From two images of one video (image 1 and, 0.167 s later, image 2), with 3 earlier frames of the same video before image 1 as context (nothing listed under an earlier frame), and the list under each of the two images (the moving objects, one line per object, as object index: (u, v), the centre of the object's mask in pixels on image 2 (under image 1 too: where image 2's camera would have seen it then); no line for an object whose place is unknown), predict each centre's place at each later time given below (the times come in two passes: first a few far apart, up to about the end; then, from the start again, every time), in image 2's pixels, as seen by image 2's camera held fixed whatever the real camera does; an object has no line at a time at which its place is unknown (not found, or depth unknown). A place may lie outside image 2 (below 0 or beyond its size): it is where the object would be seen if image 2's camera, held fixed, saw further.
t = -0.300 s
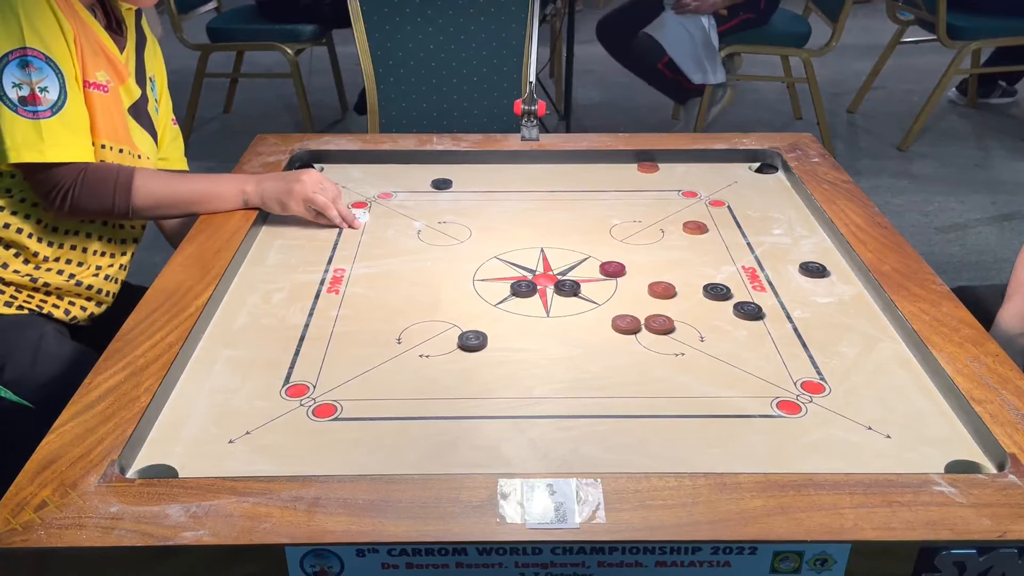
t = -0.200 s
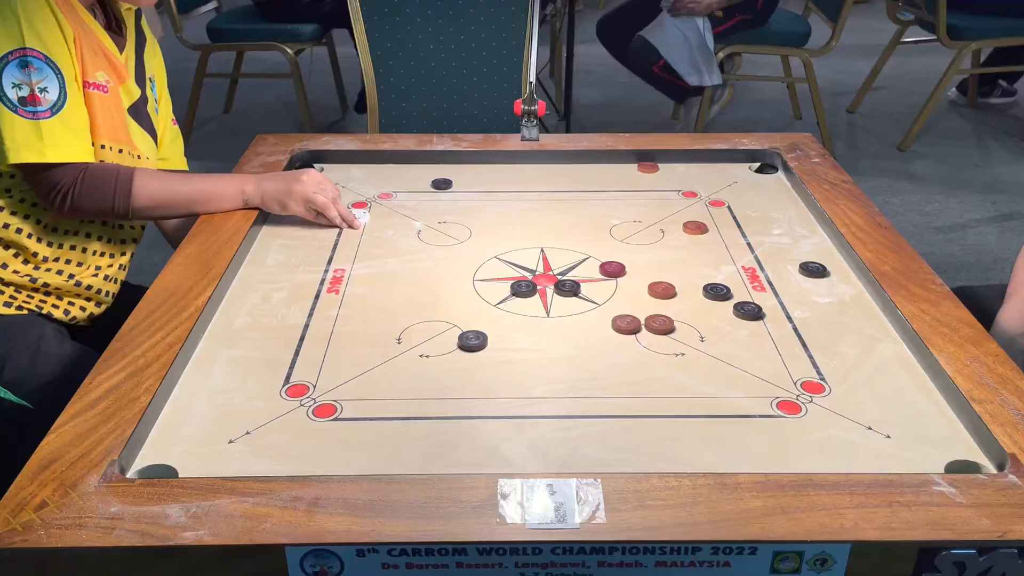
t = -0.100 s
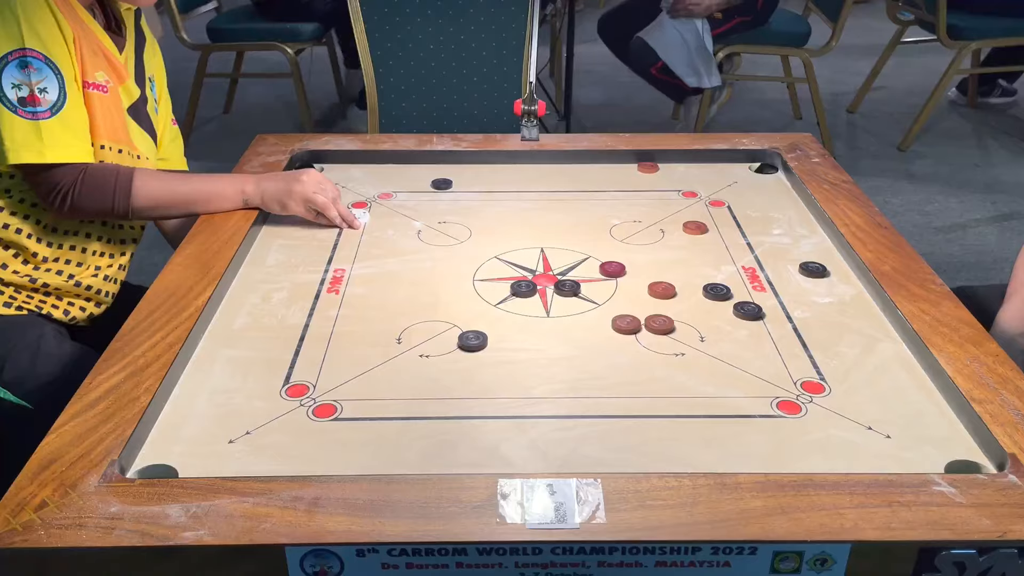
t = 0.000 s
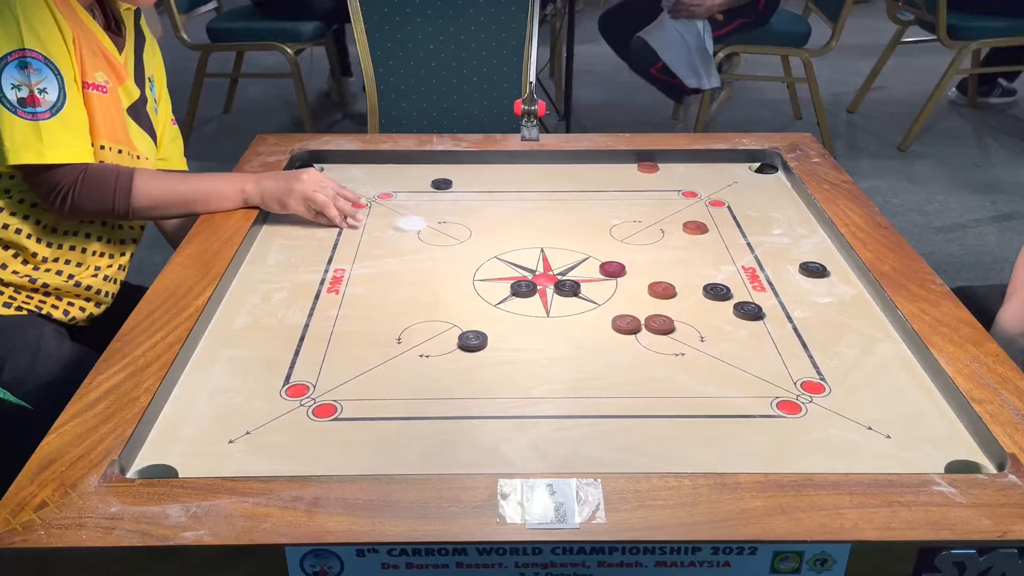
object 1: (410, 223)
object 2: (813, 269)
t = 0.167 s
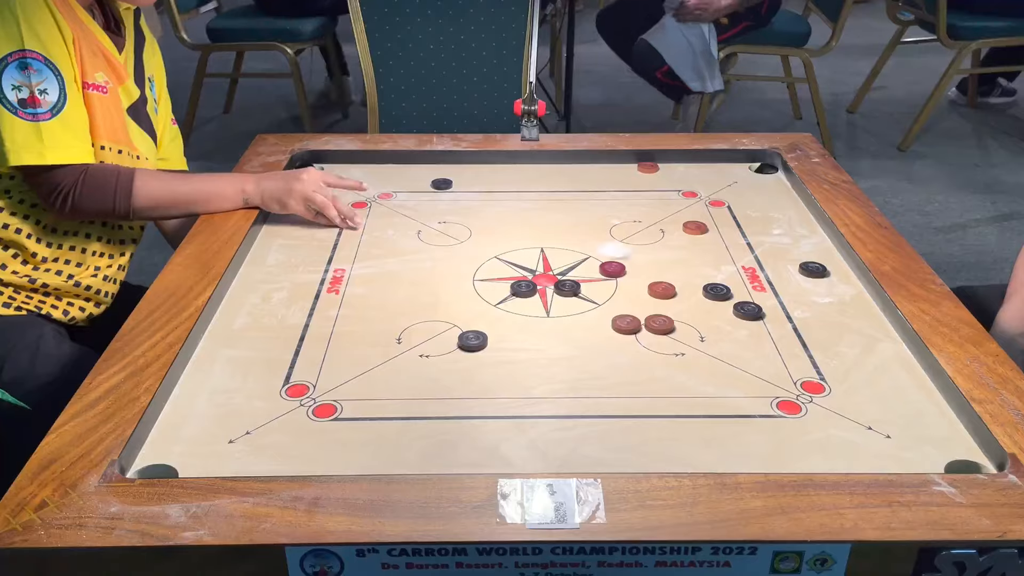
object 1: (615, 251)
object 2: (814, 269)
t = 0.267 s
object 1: (740, 267)
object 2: (814, 269)
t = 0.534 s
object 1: (868, 342)
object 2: (754, 218)
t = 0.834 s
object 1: (869, 421)
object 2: (696, 176)
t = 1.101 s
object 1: (867, 462)
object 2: (683, 165)
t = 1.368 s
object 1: (865, 465)
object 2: (683, 165)
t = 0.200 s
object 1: (657, 256)
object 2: (814, 269)
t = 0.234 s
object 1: (699, 261)
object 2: (814, 269)
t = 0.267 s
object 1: (740, 267)
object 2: (814, 269)
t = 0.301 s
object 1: (786, 272)
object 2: (815, 269)
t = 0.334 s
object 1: (810, 280)
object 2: (825, 267)
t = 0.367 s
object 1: (828, 289)
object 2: (811, 258)
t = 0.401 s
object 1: (845, 301)
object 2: (797, 249)
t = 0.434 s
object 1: (862, 312)
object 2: (785, 240)
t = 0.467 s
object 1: (867, 322)
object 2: (774, 232)
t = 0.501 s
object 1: (868, 332)
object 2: (764, 225)
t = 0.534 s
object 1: (868, 342)
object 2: (754, 218)
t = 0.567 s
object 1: (868, 351)
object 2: (745, 212)
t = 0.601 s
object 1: (868, 361)
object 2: (737, 206)
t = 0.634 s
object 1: (868, 370)
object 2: (730, 200)
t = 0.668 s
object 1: (868, 379)
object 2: (723, 196)
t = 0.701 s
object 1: (868, 388)
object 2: (716, 191)
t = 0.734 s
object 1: (868, 397)
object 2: (711, 187)
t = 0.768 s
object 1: (868, 406)
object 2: (705, 182)
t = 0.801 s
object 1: (868, 413)
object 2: (700, 178)
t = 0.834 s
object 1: (869, 421)
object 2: (696, 176)
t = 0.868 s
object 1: (868, 429)
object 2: (692, 172)
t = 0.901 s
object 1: (868, 435)
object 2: (688, 169)
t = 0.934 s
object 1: (868, 442)
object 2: (684, 165)
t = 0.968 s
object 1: (867, 447)
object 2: (683, 165)
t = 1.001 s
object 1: (867, 453)
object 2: (683, 165)
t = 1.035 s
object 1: (867, 457)
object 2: (683, 165)
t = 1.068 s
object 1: (867, 460)
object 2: (683, 165)
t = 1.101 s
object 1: (867, 462)
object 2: (683, 165)
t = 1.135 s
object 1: (867, 463)
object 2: (683, 165)
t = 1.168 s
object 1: (866, 464)
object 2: (683, 165)
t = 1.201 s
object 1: (866, 465)
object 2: (683, 165)
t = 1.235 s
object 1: (865, 465)
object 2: (683, 165)
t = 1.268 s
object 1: (865, 465)
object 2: (683, 165)
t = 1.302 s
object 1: (865, 465)
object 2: (683, 165)
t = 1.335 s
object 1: (865, 465)
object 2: (683, 165)
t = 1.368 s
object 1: (865, 465)
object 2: (683, 165)
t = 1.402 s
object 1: (865, 465)
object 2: (683, 165)
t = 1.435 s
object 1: (865, 466)
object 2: (683, 165)
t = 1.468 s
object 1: (865, 466)
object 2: (683, 165)
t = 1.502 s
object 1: (865, 466)
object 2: (683, 165)
